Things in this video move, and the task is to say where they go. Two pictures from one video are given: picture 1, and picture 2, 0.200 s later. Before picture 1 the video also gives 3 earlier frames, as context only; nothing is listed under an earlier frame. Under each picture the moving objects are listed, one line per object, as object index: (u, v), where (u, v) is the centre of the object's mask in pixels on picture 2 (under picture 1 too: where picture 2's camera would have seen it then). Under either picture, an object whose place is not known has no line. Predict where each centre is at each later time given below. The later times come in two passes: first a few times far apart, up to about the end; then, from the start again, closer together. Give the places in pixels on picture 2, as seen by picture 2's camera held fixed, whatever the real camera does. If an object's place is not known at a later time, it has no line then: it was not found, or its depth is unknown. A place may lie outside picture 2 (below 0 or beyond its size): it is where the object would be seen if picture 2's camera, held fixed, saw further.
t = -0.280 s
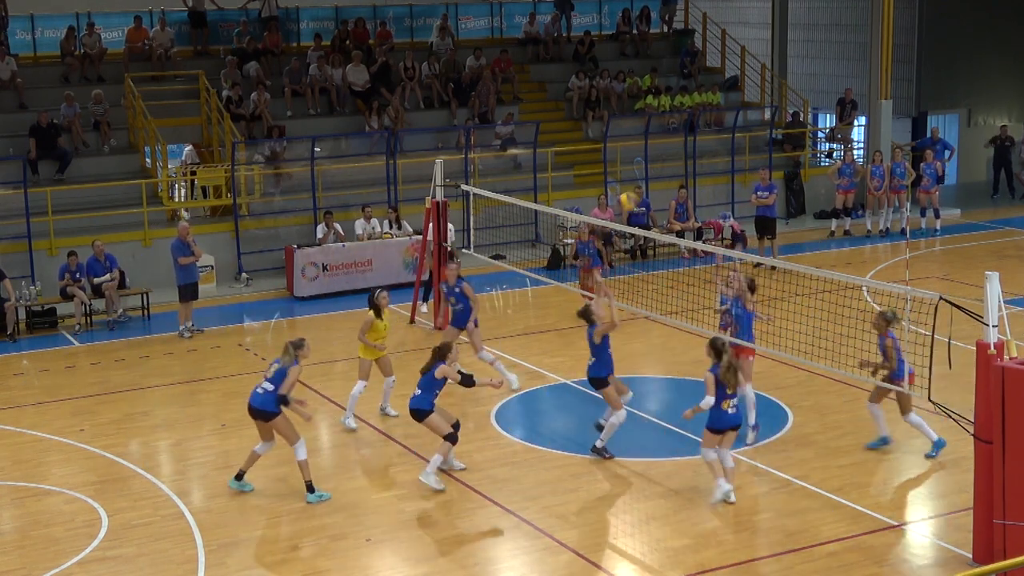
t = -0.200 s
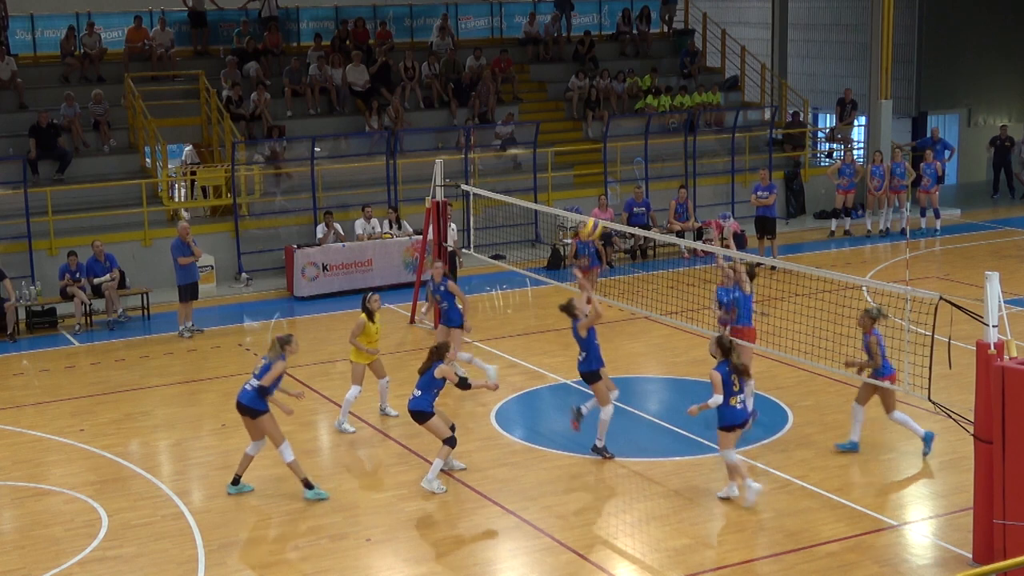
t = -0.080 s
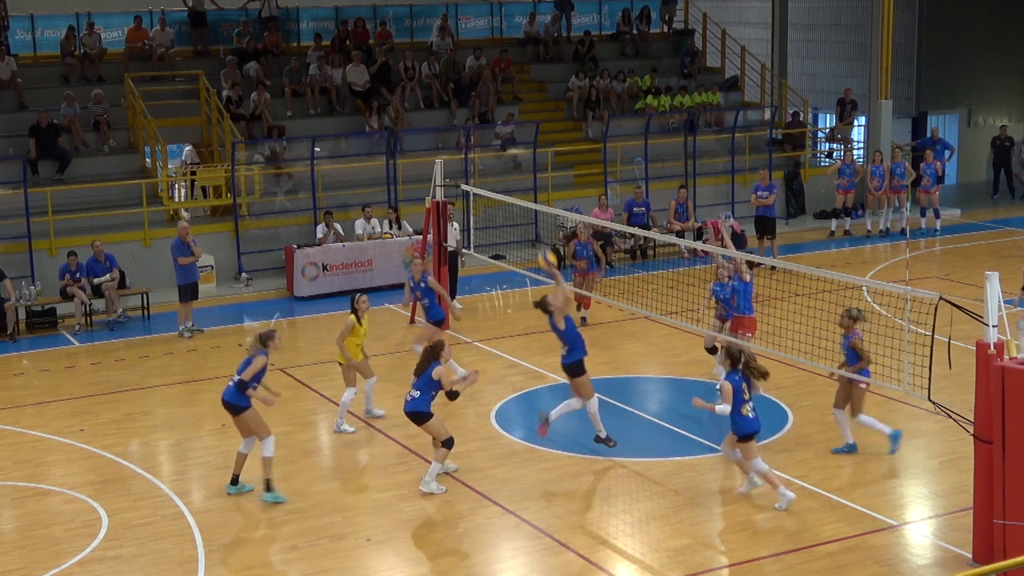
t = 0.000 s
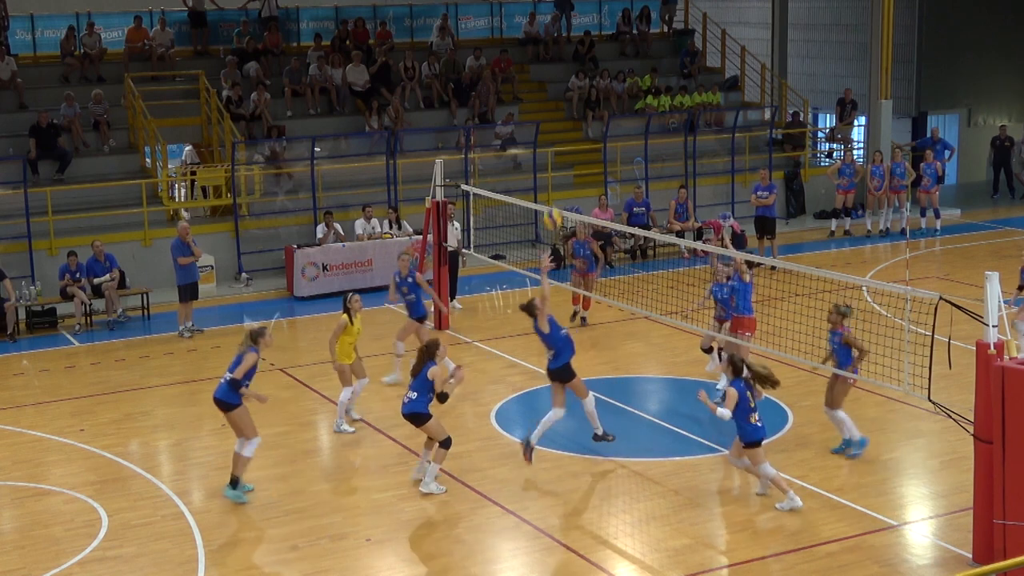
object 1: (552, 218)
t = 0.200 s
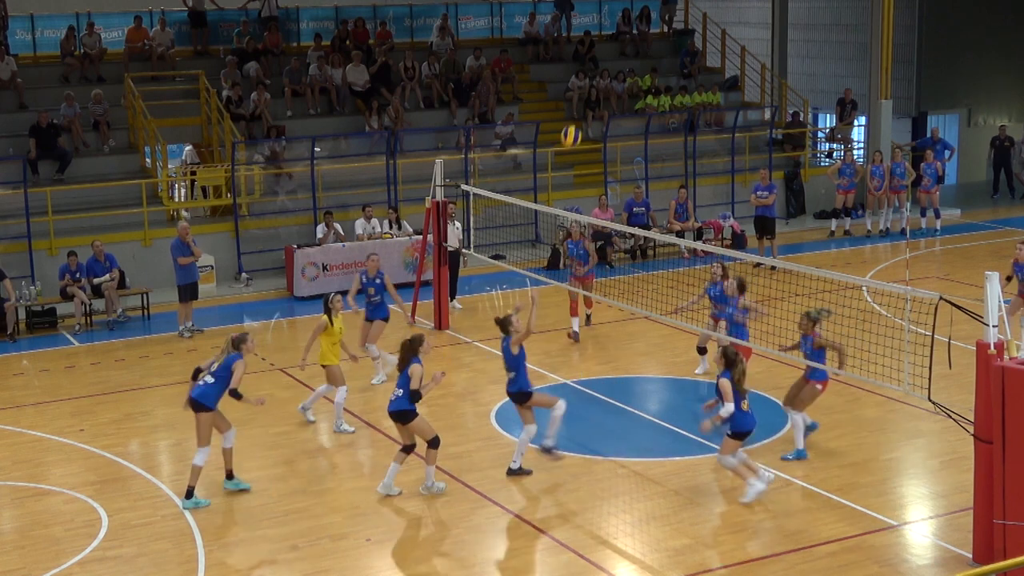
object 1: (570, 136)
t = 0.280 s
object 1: (578, 116)
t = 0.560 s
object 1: (603, 94)
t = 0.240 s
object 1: (575, 125)
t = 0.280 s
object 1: (578, 116)
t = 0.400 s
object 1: (591, 98)
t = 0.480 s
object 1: (595, 95)
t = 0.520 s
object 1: (598, 94)
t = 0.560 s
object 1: (603, 94)
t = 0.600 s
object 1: (607, 97)
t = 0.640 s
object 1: (612, 101)
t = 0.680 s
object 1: (616, 106)
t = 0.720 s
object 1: (620, 113)
